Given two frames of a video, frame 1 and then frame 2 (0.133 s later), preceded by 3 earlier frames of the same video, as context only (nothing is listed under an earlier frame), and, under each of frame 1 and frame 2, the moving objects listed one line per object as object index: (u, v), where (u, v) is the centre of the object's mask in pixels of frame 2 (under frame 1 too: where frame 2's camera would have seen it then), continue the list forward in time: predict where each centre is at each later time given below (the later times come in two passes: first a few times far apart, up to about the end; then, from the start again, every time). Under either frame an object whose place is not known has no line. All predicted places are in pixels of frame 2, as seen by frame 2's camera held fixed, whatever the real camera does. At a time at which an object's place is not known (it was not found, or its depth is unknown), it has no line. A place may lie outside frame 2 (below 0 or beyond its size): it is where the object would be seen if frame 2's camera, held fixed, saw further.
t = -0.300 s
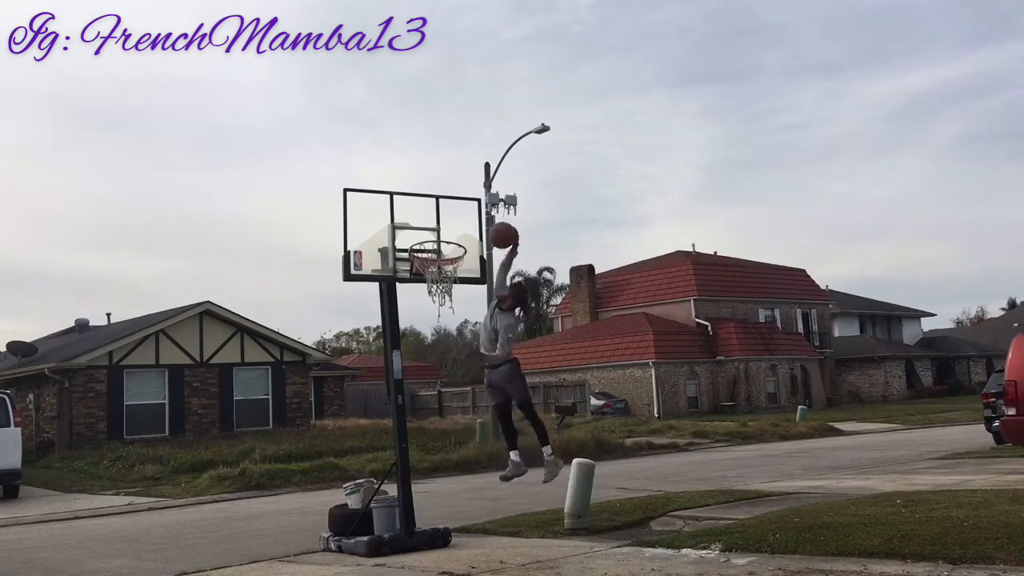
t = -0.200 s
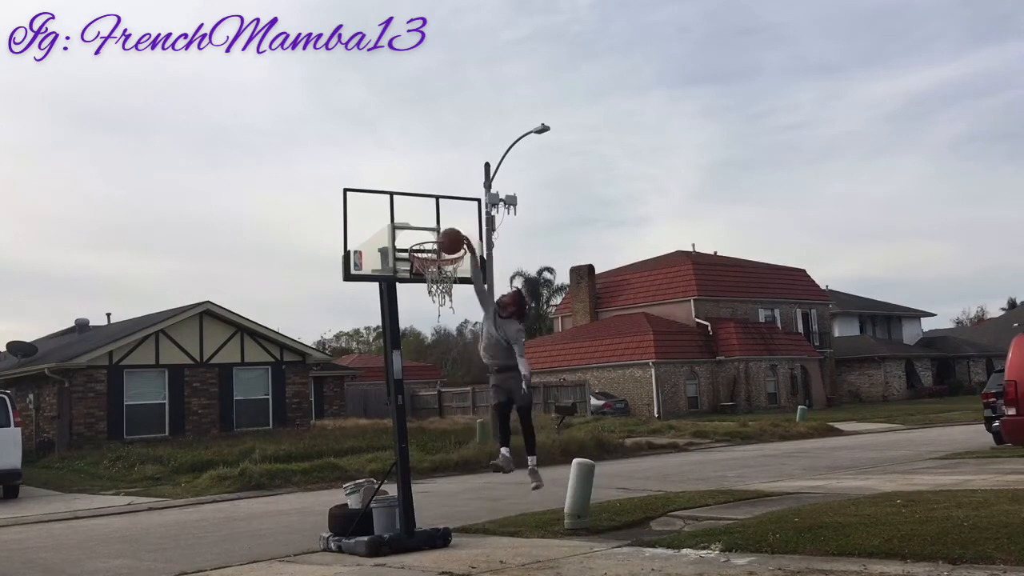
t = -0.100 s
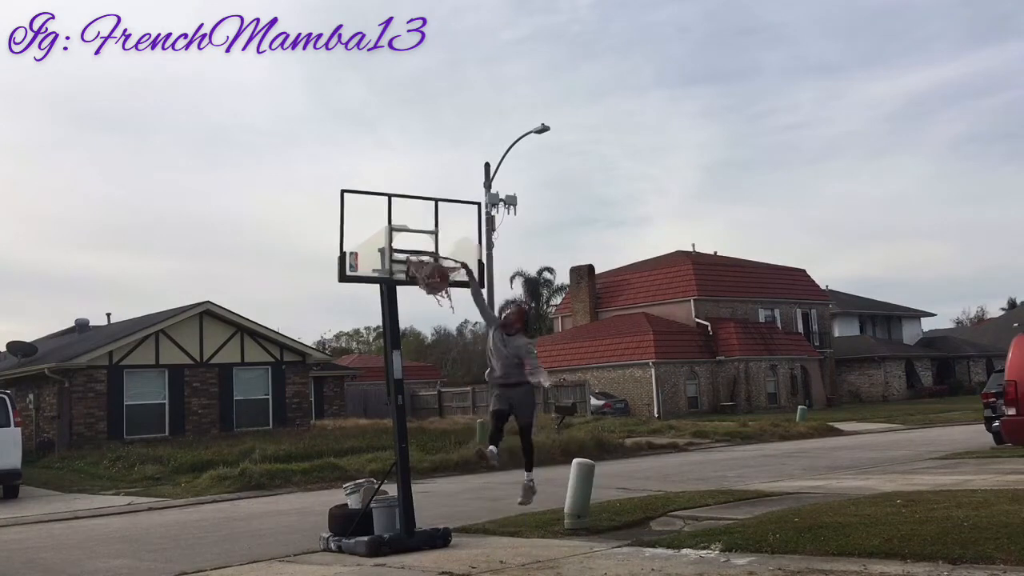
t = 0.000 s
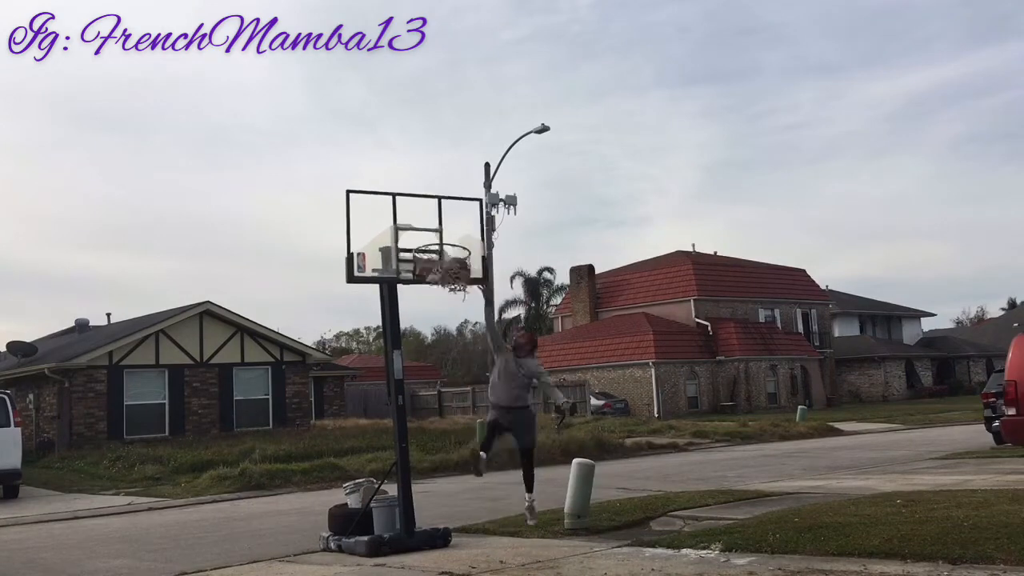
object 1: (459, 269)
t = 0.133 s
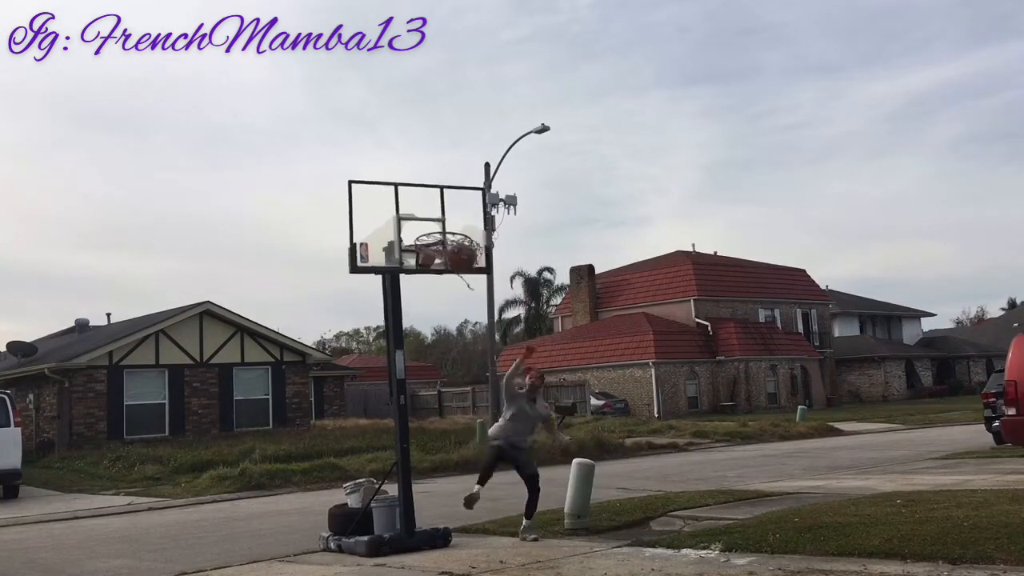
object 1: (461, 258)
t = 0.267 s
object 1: (454, 265)
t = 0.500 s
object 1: (441, 320)
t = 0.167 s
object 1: (459, 258)
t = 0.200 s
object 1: (458, 258)
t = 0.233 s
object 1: (456, 261)
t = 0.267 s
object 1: (454, 265)
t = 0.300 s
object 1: (452, 268)
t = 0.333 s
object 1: (450, 274)
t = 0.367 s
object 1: (449, 280)
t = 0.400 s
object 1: (447, 288)
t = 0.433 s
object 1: (445, 298)
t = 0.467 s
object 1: (443, 308)
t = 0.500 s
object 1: (441, 320)
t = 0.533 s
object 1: (439, 333)
